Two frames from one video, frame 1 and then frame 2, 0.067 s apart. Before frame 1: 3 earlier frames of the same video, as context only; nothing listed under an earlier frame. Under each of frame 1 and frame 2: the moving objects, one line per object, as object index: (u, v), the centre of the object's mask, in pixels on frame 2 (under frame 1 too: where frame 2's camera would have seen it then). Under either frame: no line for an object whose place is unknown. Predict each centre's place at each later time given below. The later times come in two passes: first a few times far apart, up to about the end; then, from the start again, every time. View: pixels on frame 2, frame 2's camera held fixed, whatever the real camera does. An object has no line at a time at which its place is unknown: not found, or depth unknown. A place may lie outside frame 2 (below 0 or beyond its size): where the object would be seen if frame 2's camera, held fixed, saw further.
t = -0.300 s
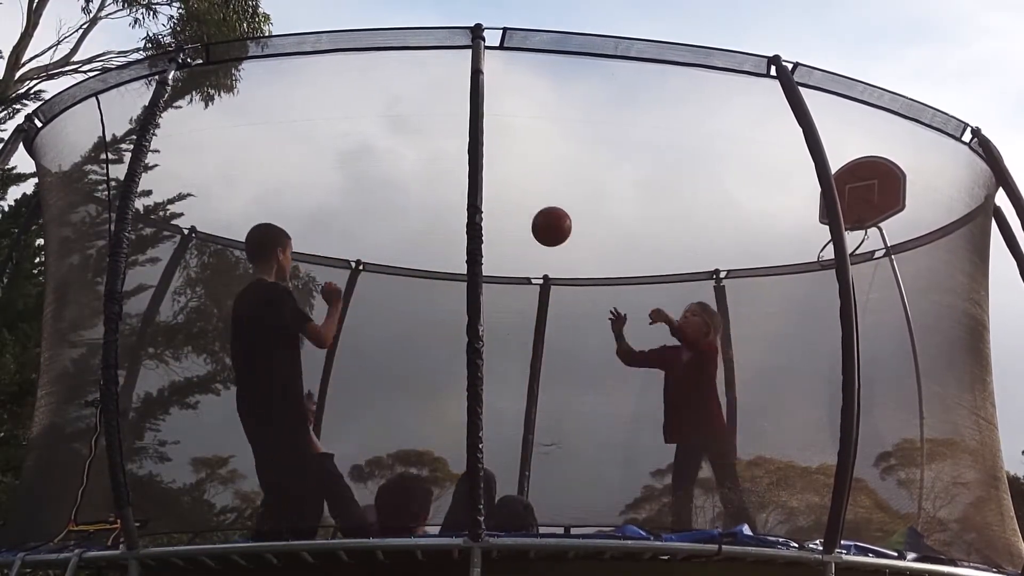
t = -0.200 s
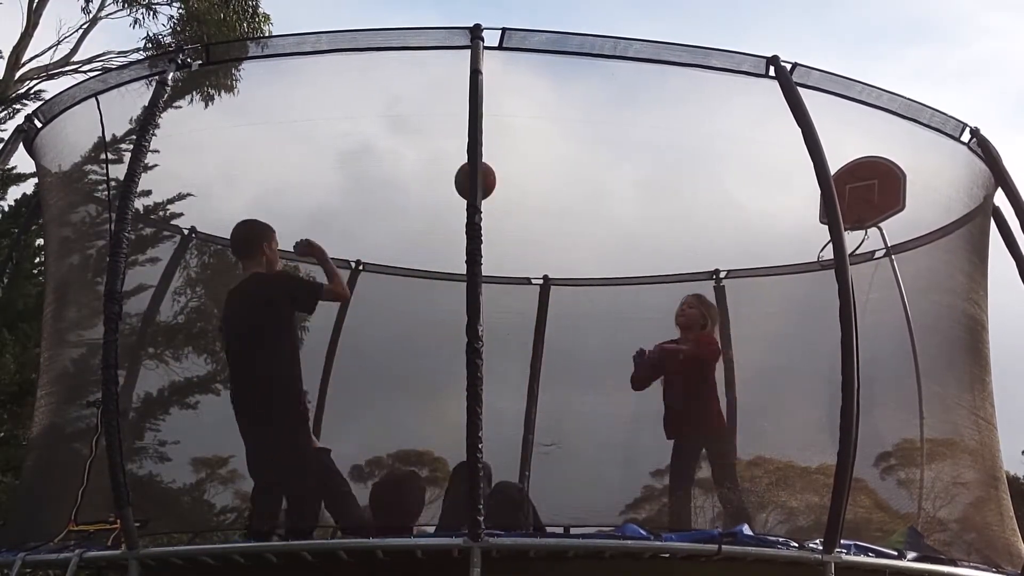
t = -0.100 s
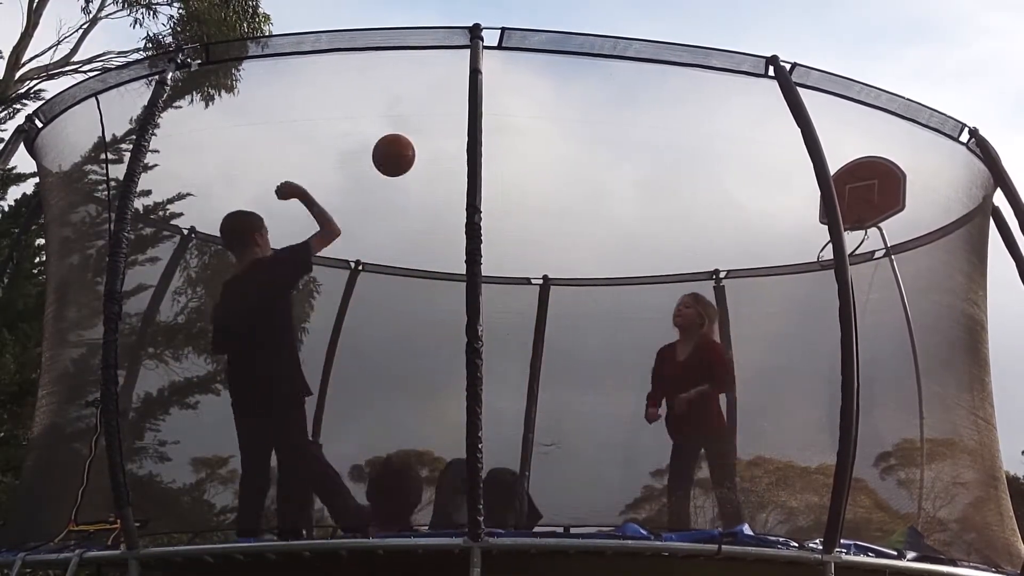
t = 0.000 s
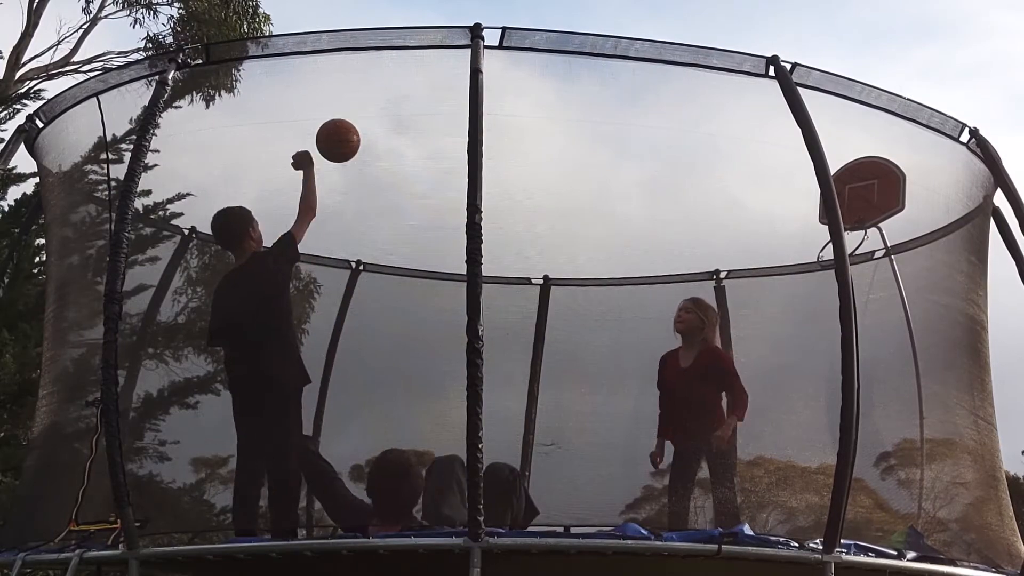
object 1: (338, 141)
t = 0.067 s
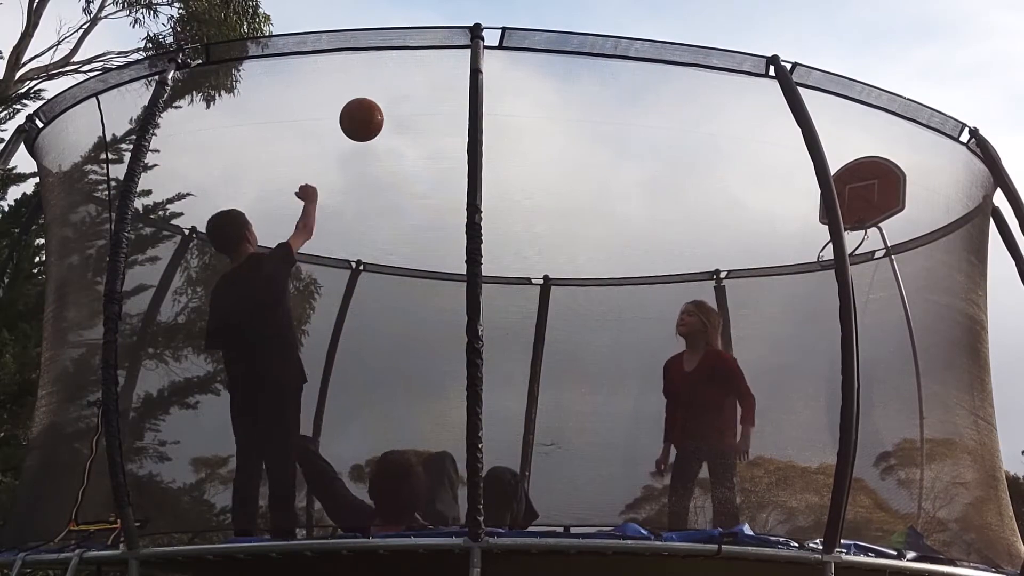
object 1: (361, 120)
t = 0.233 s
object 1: (418, 111)
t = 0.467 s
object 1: (497, 200)
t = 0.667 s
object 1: (552, 371)
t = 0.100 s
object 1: (373, 113)
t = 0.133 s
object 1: (384, 109)
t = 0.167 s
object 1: (396, 107)
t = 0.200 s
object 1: (407, 108)
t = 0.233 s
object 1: (418, 111)
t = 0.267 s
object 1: (429, 116)
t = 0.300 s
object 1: (440, 124)
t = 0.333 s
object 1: (450, 135)
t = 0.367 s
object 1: (456, 147)
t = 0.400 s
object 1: (469, 163)
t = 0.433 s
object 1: (487, 180)
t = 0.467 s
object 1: (497, 200)
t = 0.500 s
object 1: (503, 222)
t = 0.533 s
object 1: (513, 247)
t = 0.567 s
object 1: (523, 274)
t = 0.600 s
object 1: (532, 304)
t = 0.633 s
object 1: (542, 337)
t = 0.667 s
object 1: (552, 371)
